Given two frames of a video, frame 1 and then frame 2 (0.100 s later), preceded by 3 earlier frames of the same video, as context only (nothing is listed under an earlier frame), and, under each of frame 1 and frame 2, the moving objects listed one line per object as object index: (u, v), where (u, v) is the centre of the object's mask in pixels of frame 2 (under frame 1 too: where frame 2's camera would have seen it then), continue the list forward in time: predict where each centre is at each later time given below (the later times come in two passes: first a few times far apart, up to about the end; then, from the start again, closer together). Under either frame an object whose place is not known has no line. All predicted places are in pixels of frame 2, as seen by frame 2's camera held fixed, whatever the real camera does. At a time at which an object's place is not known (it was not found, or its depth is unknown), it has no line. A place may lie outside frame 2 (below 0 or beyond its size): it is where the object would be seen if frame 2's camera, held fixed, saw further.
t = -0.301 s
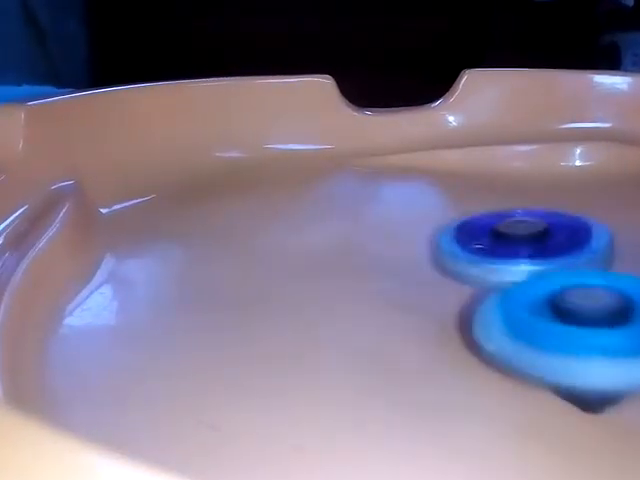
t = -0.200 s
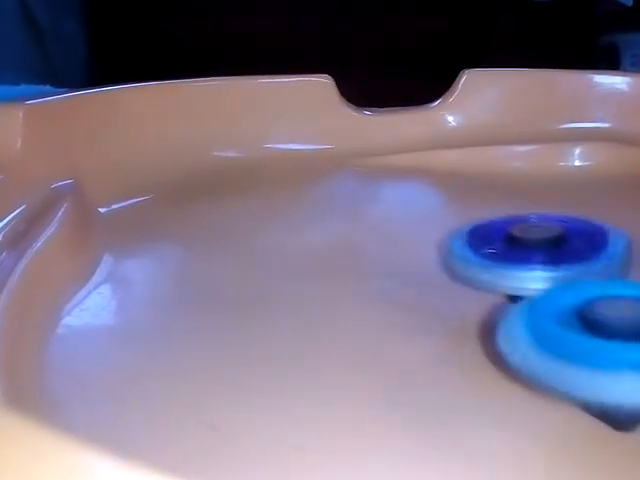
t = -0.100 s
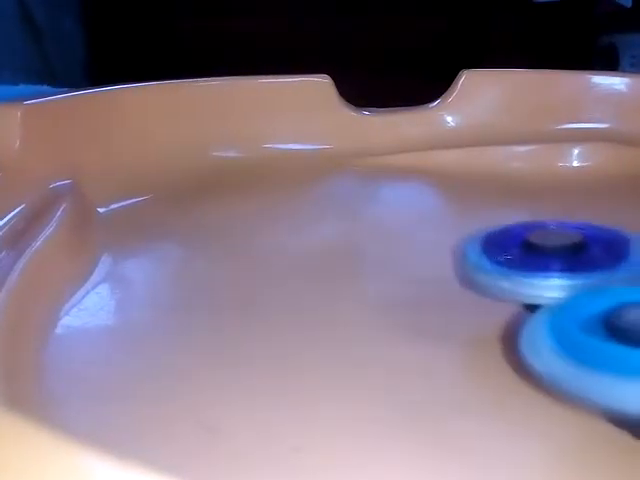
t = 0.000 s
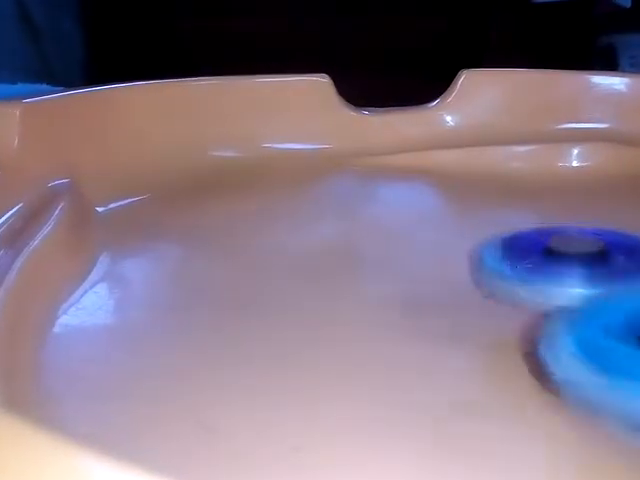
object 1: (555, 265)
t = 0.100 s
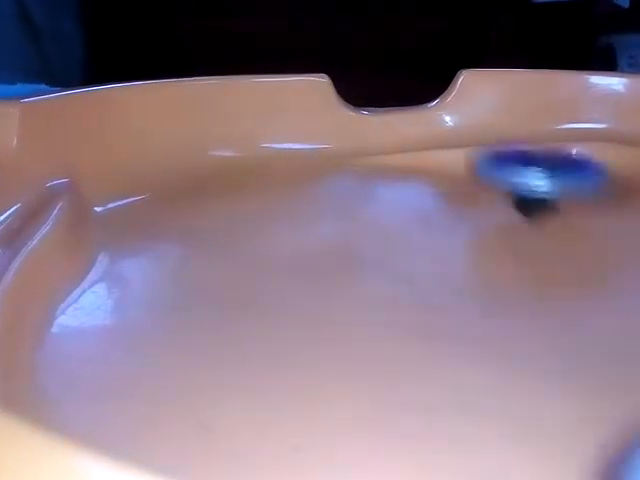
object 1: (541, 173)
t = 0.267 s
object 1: (421, 160)
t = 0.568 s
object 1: (270, 194)
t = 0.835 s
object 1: (274, 252)
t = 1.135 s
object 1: (270, 233)
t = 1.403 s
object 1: (285, 245)
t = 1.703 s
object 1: (264, 235)
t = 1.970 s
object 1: (342, 254)
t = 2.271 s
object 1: (431, 263)
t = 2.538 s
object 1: (472, 281)
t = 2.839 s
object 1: (539, 336)
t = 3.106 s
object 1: (556, 364)
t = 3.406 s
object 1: (533, 413)
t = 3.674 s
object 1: (525, 409)
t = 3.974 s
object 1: (435, 390)
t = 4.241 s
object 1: (436, 354)
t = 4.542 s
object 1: (449, 299)
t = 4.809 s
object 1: (438, 276)
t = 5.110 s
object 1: (460, 309)
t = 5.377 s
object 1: (498, 320)
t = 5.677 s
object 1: (531, 382)
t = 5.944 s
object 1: (548, 413)
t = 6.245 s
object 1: (559, 408)
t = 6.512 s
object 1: (530, 393)
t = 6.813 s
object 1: (484, 368)
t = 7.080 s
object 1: (468, 333)
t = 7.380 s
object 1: (423, 309)
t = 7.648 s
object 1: (462, 289)
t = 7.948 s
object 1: (537, 303)
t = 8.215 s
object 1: (592, 330)
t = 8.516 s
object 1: (601, 350)
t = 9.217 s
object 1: (577, 349)
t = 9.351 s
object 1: (569, 339)
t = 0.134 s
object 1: (525, 155)
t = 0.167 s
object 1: (495, 149)
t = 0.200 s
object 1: (461, 158)
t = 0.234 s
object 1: (439, 159)
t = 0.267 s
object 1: (421, 160)
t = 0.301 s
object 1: (403, 162)
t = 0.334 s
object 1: (384, 164)
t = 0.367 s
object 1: (364, 166)
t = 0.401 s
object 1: (345, 169)
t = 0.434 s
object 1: (328, 172)
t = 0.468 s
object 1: (311, 176)
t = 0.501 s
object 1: (296, 182)
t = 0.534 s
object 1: (282, 188)
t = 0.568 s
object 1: (270, 194)
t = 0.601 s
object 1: (265, 201)
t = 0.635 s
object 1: (261, 208)
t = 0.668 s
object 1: (261, 215)
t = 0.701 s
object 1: (262, 222)
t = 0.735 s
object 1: (262, 230)
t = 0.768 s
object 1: (264, 238)
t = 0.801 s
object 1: (269, 245)
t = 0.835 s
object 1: (274, 252)
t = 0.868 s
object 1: (283, 259)
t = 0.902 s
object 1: (290, 264)
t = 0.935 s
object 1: (281, 257)
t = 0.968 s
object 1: (280, 252)
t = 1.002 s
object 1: (285, 252)
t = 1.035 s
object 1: (288, 254)
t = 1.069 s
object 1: (279, 246)
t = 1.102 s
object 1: (270, 236)
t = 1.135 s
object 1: (270, 233)
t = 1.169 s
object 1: (271, 234)
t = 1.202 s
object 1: (273, 236)
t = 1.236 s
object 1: (274, 238)
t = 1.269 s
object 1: (276, 239)
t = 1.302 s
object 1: (276, 240)
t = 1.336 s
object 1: (279, 241)
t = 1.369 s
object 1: (281, 243)
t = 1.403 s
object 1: (285, 245)
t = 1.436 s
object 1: (290, 247)
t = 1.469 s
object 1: (293, 247)
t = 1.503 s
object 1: (267, 236)
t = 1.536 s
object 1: (258, 230)
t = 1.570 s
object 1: (257, 230)
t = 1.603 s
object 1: (257, 231)
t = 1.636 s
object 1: (257, 232)
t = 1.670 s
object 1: (259, 233)
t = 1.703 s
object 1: (264, 235)
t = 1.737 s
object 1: (270, 237)
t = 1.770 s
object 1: (278, 238)
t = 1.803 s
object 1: (286, 242)
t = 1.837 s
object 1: (296, 244)
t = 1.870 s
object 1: (307, 247)
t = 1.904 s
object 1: (319, 250)
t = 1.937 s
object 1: (330, 252)
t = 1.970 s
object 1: (342, 254)
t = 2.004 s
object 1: (352, 255)
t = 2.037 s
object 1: (362, 256)
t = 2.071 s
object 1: (373, 257)
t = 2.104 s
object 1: (382, 257)
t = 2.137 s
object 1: (393, 258)
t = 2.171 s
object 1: (405, 259)
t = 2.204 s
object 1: (416, 260)
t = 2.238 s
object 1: (428, 262)
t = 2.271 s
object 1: (431, 263)
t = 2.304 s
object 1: (432, 264)
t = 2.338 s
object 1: (439, 266)
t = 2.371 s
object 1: (433, 270)
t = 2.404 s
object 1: (435, 272)
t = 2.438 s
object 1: (444, 274)
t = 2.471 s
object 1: (453, 276)
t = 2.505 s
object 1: (462, 278)
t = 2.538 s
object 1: (472, 281)
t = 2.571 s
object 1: (484, 283)
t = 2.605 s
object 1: (496, 285)
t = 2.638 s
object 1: (497, 298)
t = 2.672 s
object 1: (498, 310)
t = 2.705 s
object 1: (506, 317)
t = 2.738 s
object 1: (516, 324)
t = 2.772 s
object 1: (524, 327)
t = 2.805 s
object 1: (534, 332)
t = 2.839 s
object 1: (539, 336)
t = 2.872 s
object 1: (542, 341)
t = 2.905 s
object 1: (543, 348)
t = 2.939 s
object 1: (549, 350)
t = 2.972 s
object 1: (553, 355)
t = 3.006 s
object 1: (554, 358)
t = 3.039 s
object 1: (557, 360)
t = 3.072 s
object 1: (556, 362)
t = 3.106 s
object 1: (556, 364)
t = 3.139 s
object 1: (558, 366)
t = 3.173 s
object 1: (558, 367)
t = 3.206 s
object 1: (558, 369)
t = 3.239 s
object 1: (560, 370)
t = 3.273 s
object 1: (547, 396)
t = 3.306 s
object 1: (534, 406)
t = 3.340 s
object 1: (534, 410)
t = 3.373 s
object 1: (534, 412)
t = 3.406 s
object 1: (533, 413)
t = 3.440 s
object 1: (532, 413)
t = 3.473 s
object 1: (530, 413)
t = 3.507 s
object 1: (529, 414)
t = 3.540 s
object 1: (528, 413)
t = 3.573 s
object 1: (527, 413)
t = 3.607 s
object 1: (526, 412)
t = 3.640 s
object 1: (525, 411)
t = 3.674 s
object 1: (525, 409)
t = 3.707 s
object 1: (525, 406)
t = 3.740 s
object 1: (525, 404)
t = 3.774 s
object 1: (525, 402)
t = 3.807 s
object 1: (523, 396)
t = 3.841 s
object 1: (521, 391)
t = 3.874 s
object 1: (517, 385)
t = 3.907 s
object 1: (507, 380)
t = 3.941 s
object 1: (463, 389)
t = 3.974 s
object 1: (435, 390)
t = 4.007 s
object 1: (424, 386)
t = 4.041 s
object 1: (424, 381)
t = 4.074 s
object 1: (423, 377)
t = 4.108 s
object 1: (426, 373)
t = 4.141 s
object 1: (426, 369)
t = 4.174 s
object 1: (429, 364)
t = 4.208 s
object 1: (431, 359)
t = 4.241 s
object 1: (436, 354)
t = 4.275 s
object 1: (437, 348)
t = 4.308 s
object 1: (440, 343)
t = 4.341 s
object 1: (442, 337)
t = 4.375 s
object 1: (445, 331)
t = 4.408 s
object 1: (446, 324)
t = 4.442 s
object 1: (446, 318)
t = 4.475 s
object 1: (448, 312)
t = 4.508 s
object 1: (449, 305)
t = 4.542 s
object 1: (449, 299)
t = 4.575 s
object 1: (452, 293)
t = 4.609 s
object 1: (453, 288)
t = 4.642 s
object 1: (449, 285)
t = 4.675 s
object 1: (438, 283)
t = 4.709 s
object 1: (429, 283)
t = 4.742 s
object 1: (430, 280)
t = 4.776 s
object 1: (432, 278)
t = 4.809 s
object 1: (438, 276)
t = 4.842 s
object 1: (444, 274)
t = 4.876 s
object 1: (435, 285)
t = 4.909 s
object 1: (429, 296)
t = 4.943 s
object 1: (429, 299)
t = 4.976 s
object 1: (435, 301)
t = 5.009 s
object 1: (440, 303)
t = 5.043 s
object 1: (448, 305)
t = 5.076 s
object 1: (455, 307)
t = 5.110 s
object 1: (460, 309)
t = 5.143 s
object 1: (466, 310)
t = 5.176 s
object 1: (471, 311)
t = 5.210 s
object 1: (476, 313)
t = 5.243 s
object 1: (480, 314)
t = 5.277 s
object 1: (485, 316)
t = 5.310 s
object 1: (490, 316)
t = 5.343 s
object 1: (495, 318)
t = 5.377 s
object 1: (498, 320)
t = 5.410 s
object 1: (502, 321)
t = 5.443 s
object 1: (506, 323)
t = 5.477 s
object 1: (510, 324)
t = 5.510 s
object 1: (517, 324)
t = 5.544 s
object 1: (516, 327)
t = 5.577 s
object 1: (523, 326)
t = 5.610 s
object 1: (521, 329)
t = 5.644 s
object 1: (528, 360)
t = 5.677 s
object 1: (531, 382)
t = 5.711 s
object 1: (534, 397)
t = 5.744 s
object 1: (534, 402)
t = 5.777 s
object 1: (537, 404)
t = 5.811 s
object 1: (540, 407)
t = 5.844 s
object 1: (543, 409)
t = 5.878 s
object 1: (555, 410)
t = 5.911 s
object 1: (546, 412)
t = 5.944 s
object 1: (548, 413)
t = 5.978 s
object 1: (559, 413)
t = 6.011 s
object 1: (560, 414)
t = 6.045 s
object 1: (561, 414)
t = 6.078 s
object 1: (561, 414)
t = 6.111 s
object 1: (560, 413)
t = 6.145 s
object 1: (560, 413)
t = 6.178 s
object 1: (560, 412)
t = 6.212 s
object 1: (560, 410)
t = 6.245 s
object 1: (559, 408)
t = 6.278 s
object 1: (558, 406)
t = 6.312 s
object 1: (557, 403)
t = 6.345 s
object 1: (558, 400)
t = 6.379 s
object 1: (557, 396)
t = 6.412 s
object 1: (552, 395)
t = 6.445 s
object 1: (545, 394)
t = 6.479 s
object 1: (534, 394)
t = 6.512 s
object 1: (530, 393)
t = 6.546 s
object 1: (527, 389)
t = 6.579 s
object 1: (524, 386)
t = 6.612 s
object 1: (515, 385)
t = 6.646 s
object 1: (499, 382)
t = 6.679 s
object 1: (493, 380)
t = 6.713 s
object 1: (491, 378)
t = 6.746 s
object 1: (488, 375)
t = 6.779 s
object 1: (485, 372)
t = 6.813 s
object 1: (484, 368)
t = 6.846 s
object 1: (483, 365)
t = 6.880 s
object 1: (482, 361)
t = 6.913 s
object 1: (481, 356)
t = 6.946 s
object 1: (480, 352)
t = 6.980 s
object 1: (479, 348)
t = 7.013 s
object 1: (478, 343)
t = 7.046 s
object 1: (477, 337)
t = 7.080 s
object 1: (468, 333)
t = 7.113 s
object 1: (435, 336)
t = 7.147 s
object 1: (405, 331)
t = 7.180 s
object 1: (401, 324)
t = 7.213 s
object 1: (402, 318)
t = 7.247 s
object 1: (406, 315)
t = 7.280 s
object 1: (411, 314)
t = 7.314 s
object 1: (415, 312)
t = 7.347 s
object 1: (419, 311)
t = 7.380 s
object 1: (423, 309)
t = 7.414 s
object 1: (426, 306)
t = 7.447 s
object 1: (429, 302)
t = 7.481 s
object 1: (433, 299)
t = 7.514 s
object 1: (439, 297)
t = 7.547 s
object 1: (445, 294)
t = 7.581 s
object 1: (452, 292)
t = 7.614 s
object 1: (457, 291)
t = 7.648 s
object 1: (462, 289)
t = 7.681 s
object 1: (469, 288)
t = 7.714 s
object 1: (476, 286)
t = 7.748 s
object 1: (485, 285)
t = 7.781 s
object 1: (493, 287)
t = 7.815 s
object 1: (499, 288)
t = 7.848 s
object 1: (506, 288)
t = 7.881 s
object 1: (516, 289)
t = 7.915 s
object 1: (528, 298)
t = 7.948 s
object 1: (537, 303)
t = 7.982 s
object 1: (549, 306)
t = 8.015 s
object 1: (561, 308)
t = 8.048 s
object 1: (568, 312)
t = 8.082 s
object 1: (573, 316)
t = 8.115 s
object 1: (581, 321)
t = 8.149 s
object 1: (583, 324)
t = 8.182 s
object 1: (589, 328)
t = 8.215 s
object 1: (592, 330)
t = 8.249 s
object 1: (595, 333)
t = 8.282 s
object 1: (596, 337)
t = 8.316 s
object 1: (599, 338)
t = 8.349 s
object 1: (600, 342)
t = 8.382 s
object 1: (600, 341)
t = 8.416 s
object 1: (603, 346)
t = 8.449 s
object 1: (601, 347)
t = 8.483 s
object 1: (600, 348)
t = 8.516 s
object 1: (601, 350)
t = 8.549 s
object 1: (601, 351)
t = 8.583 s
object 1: (601, 352)
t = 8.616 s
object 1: (600, 354)
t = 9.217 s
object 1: (577, 349)
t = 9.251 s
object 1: (575, 345)
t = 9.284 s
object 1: (572, 341)
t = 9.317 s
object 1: (570, 340)
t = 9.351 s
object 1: (569, 339)
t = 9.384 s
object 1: (565, 336)
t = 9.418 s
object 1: (567, 342)
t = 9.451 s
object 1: (571, 351)
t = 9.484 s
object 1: (572, 353)
